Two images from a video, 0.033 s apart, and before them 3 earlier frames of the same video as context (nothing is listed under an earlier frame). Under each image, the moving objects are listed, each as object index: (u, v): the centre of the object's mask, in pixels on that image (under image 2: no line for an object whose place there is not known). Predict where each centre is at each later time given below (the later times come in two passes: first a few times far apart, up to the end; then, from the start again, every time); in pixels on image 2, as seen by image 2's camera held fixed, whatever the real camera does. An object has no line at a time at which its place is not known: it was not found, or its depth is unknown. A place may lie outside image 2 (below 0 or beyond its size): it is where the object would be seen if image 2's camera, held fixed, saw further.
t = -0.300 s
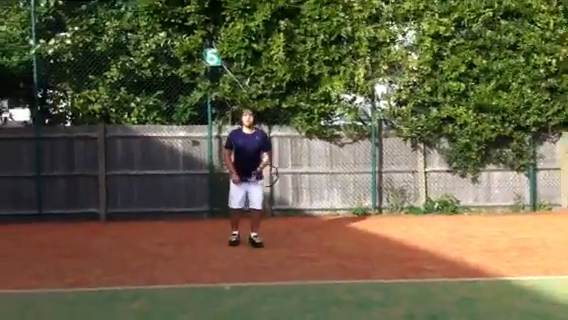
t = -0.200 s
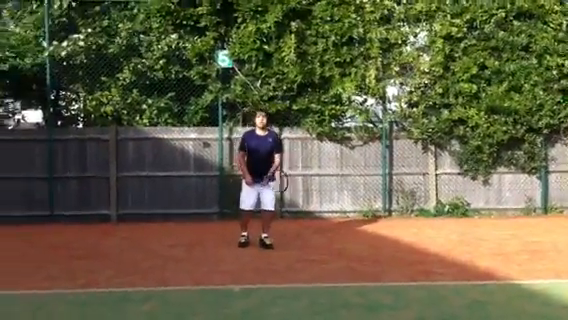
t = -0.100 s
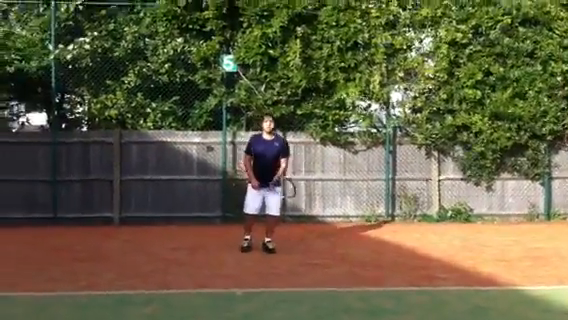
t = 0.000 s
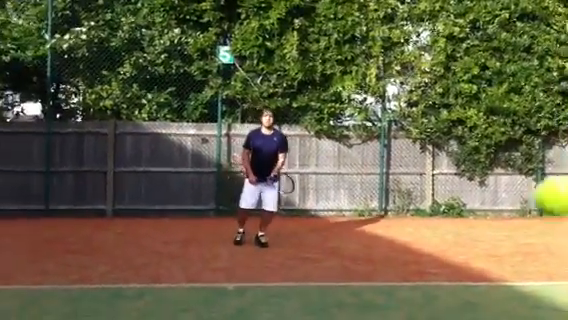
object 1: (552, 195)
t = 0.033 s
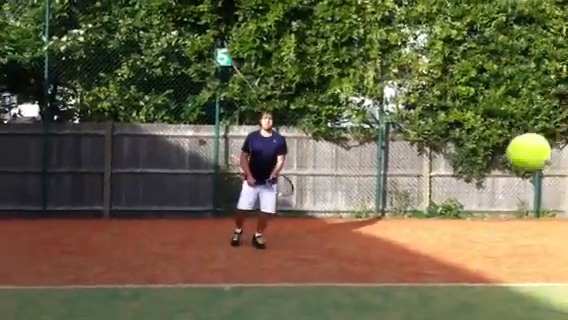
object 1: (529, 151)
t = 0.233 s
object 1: (447, 83)
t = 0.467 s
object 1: (413, 153)
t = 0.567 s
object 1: (405, 198)
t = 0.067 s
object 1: (507, 121)
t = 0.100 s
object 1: (490, 100)
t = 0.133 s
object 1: (476, 88)
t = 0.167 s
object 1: (465, 82)
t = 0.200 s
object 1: (455, 81)
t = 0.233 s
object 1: (447, 83)
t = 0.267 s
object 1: (441, 89)
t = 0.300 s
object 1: (434, 95)
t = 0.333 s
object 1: (429, 105)
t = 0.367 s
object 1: (425, 116)
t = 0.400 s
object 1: (420, 127)
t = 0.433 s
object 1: (417, 139)
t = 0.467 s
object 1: (413, 153)
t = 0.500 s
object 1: (411, 168)
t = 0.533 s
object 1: (409, 183)
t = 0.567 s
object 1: (405, 198)
